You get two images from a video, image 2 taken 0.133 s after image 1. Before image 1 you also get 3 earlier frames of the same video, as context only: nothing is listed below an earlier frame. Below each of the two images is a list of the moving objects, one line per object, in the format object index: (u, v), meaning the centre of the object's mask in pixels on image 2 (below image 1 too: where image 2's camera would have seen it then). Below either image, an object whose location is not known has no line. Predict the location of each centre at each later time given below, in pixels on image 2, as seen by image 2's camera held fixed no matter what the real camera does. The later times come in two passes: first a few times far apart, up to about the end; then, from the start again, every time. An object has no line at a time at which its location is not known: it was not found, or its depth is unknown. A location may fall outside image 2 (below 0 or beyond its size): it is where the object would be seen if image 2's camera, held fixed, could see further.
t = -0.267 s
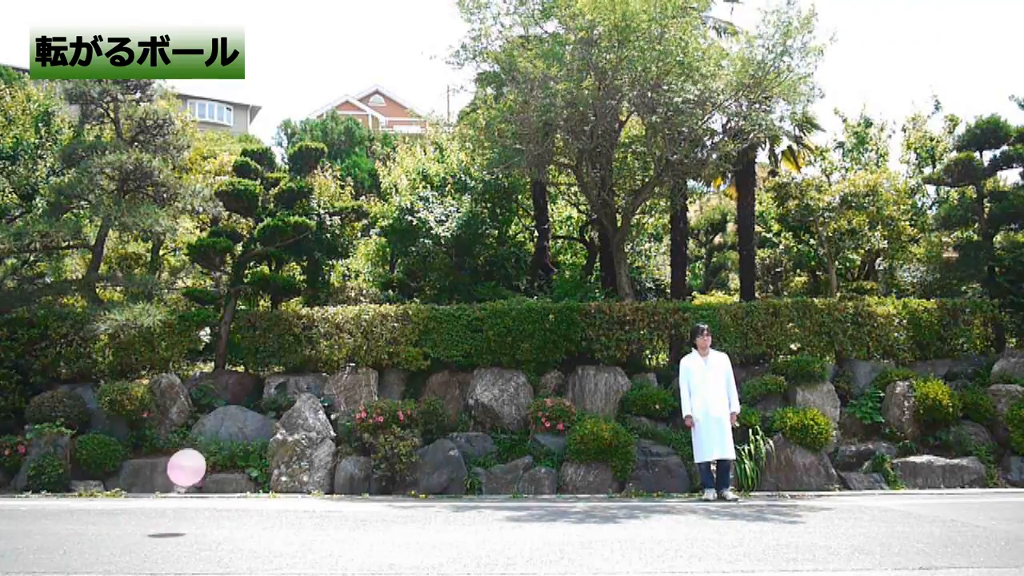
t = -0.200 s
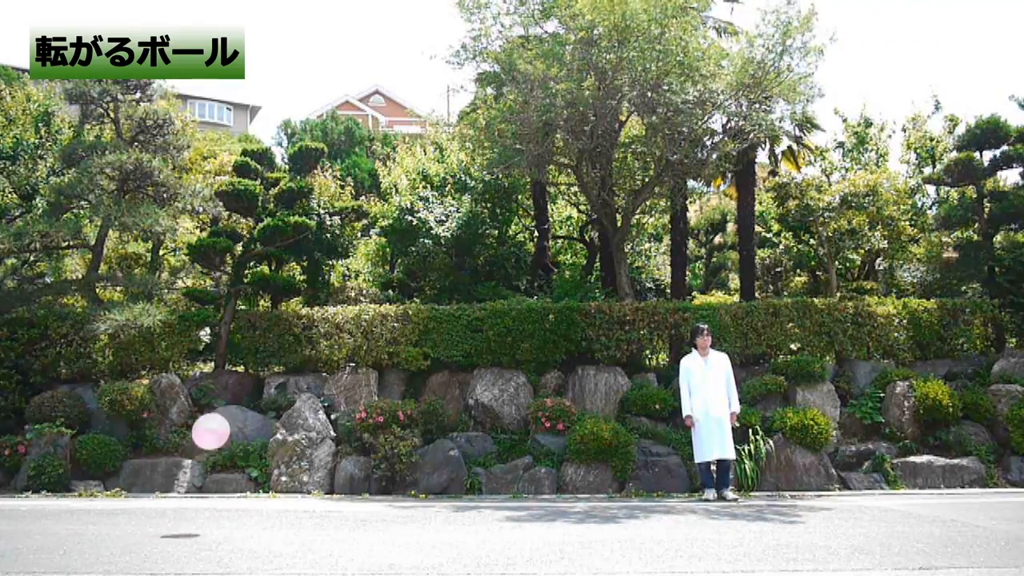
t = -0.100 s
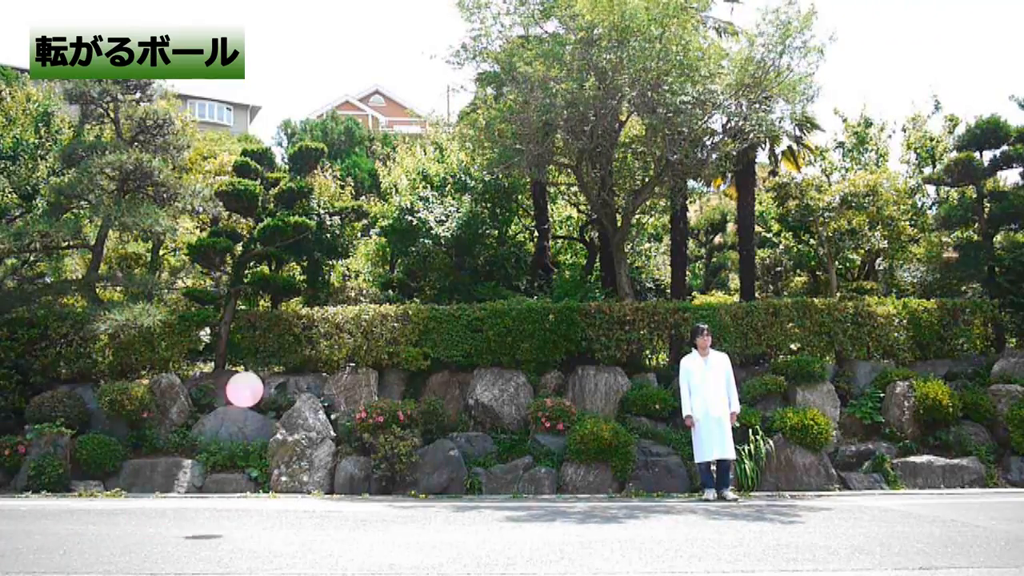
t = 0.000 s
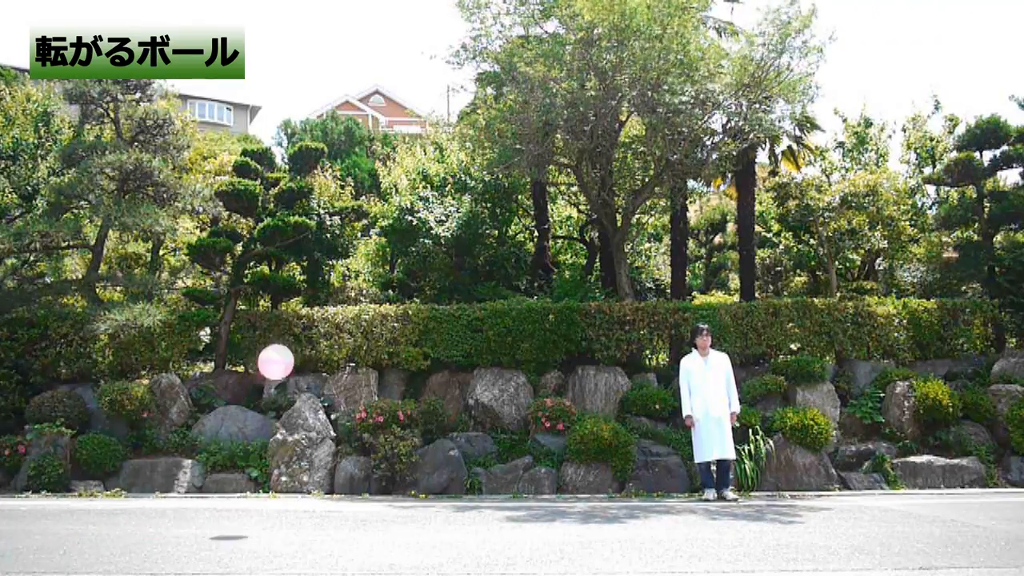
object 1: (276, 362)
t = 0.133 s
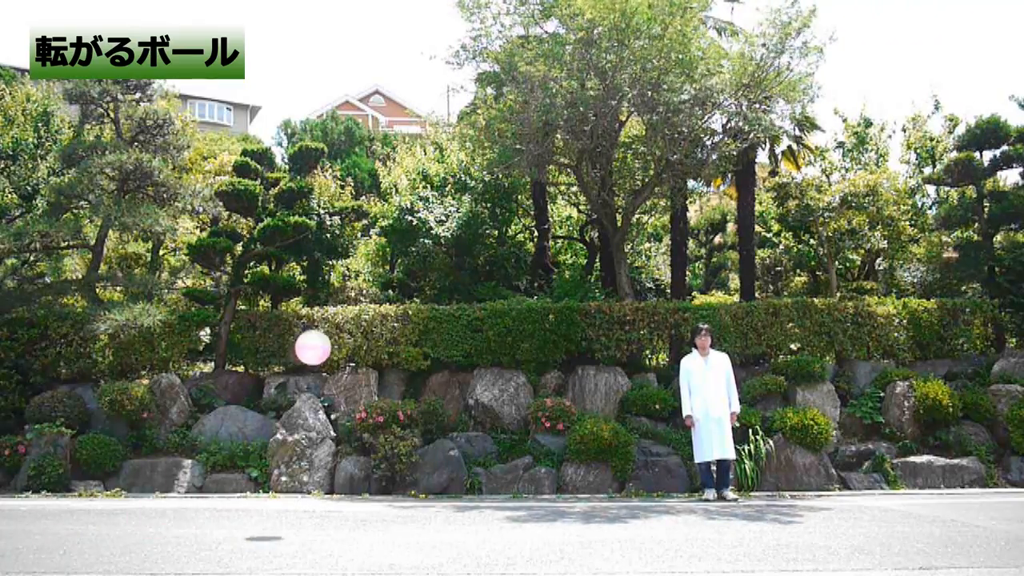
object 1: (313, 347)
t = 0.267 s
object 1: (347, 357)
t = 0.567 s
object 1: (421, 468)
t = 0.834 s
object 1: (486, 439)
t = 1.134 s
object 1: (560, 392)
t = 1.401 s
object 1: (627, 453)
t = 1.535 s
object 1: (660, 523)
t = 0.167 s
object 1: (321, 348)
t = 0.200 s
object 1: (330, 349)
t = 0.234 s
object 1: (338, 352)
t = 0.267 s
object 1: (347, 357)
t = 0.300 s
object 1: (355, 363)
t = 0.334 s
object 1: (364, 371)
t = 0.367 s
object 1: (372, 380)
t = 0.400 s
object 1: (380, 391)
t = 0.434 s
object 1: (389, 403)
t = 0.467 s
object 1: (397, 416)
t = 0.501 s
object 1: (405, 432)
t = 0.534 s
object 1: (413, 449)
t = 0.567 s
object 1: (421, 468)
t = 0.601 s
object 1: (428, 488)
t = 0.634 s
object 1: (436, 513)
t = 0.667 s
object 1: (443, 521)
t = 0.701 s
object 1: (453, 500)
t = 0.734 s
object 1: (461, 483)
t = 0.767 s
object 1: (470, 466)
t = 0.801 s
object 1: (478, 452)
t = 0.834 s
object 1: (486, 439)
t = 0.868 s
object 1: (495, 427)
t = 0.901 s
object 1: (504, 418)
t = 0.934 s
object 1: (511, 409)
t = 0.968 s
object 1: (520, 403)
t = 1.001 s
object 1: (528, 398)
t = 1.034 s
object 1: (536, 394)
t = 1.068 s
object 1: (544, 392)
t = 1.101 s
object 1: (552, 391)
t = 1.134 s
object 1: (560, 392)
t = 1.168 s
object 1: (568, 394)
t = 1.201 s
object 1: (576, 398)
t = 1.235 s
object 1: (585, 403)
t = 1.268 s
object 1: (593, 409)
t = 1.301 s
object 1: (601, 417)
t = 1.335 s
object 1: (610, 427)
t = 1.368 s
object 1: (618, 439)
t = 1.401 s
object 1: (627, 453)
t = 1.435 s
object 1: (635, 468)
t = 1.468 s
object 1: (644, 484)
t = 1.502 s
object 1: (652, 503)
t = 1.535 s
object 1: (660, 523)
